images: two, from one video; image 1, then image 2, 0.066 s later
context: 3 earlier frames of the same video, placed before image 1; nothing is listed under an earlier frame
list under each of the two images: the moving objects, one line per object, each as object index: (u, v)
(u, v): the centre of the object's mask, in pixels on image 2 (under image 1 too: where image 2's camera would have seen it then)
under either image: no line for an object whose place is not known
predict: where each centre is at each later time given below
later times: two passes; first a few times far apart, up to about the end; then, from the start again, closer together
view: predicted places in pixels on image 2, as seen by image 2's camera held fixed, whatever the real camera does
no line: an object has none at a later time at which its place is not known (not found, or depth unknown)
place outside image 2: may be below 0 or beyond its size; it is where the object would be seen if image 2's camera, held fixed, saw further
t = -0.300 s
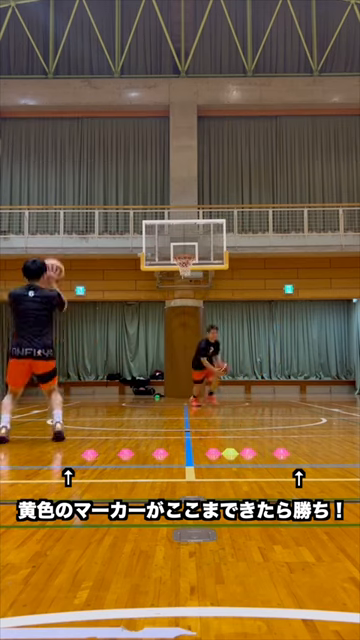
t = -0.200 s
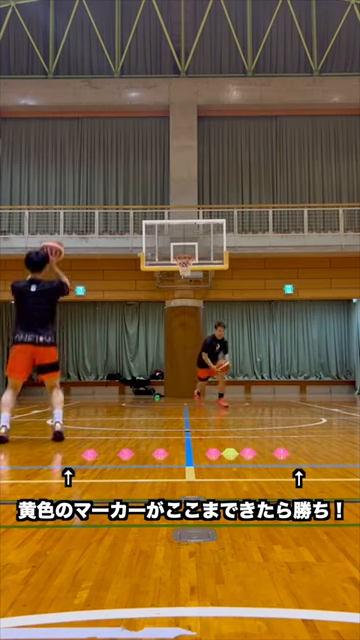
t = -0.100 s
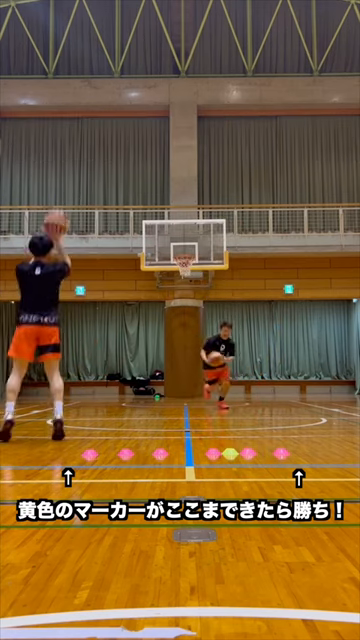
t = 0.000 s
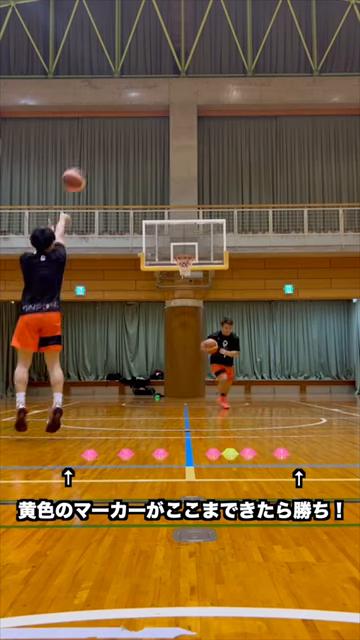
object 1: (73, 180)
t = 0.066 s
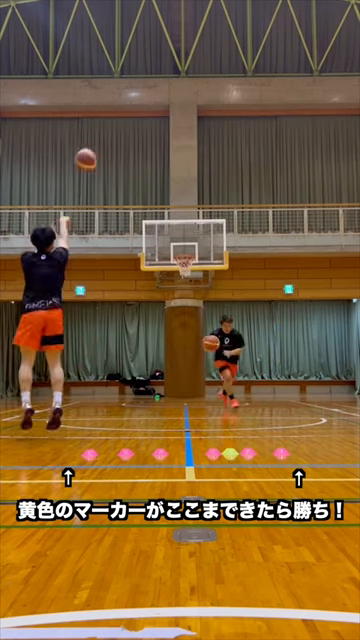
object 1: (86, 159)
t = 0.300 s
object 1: (119, 128)
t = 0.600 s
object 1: (147, 144)
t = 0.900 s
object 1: (168, 198)
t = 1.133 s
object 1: (179, 255)
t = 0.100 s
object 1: (91, 152)
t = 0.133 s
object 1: (97, 145)
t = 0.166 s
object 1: (101, 140)
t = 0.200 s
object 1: (106, 136)
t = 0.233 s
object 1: (111, 131)
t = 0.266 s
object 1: (114, 130)
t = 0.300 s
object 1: (119, 128)
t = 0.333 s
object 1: (122, 127)
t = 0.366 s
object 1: (126, 128)
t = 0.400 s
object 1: (130, 128)
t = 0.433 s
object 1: (133, 130)
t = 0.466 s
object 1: (136, 131)
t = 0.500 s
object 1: (139, 134)
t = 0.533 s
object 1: (142, 137)
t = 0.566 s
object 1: (145, 139)
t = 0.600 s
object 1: (147, 144)
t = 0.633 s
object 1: (150, 149)
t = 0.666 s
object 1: (152, 153)
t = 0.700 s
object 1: (155, 159)
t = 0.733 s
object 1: (158, 164)
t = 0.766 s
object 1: (160, 170)
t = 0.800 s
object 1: (162, 176)
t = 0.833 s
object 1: (164, 183)
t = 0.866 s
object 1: (166, 191)
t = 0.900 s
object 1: (168, 198)
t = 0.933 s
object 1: (170, 205)
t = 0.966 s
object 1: (172, 214)
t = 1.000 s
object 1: (174, 221)
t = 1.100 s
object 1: (180, 247)
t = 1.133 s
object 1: (179, 255)
